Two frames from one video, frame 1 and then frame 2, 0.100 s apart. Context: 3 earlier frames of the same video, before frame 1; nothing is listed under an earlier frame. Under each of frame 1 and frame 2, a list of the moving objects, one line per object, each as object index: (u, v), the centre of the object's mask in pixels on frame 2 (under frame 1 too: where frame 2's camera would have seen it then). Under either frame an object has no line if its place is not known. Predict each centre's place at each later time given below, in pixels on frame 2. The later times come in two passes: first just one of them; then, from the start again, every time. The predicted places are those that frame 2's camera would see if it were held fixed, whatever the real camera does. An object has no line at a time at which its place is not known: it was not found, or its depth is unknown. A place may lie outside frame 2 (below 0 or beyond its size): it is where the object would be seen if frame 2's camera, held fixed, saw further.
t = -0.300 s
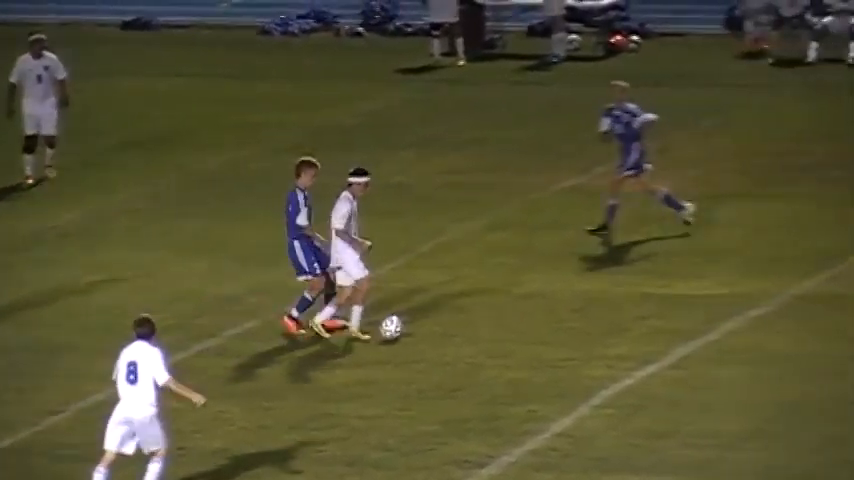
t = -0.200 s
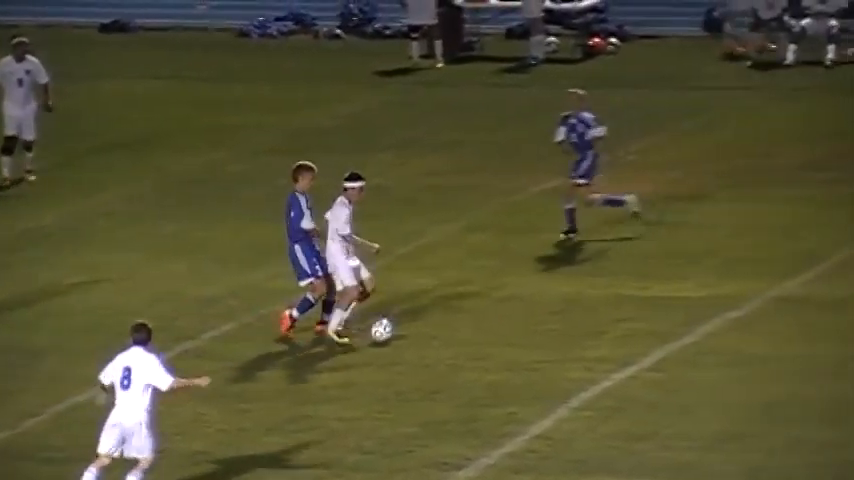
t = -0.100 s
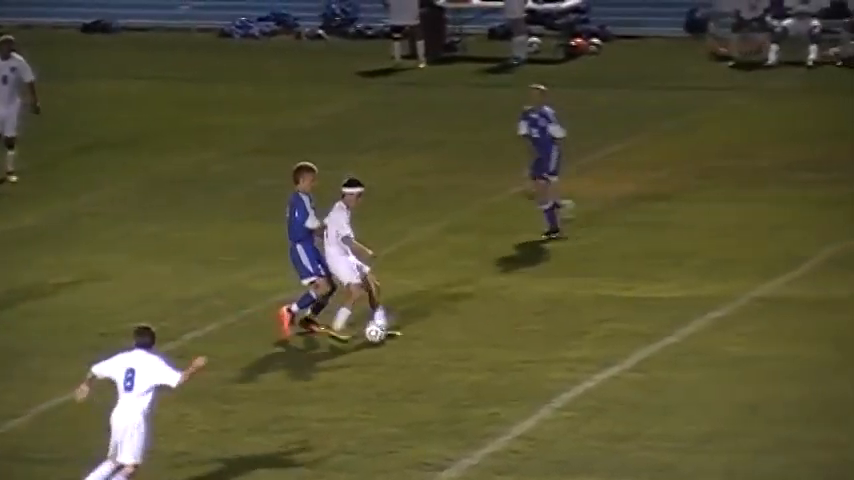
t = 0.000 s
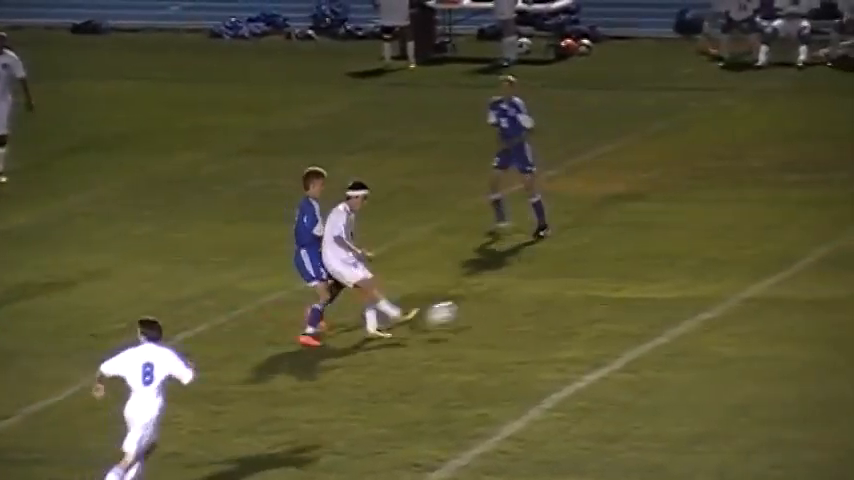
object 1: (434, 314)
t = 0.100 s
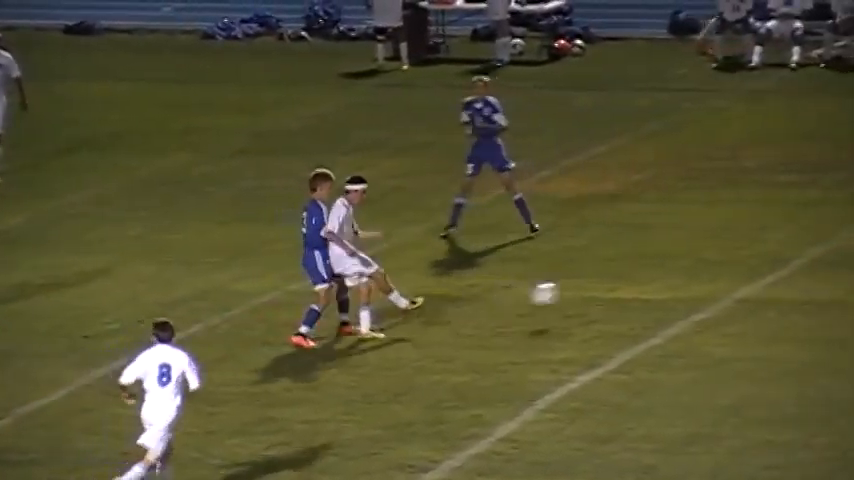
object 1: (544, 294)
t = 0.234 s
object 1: (687, 281)
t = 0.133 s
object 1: (581, 289)
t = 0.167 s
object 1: (617, 286)
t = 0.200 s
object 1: (653, 283)
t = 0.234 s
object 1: (687, 281)
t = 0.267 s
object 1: (721, 281)
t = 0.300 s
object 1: (755, 282)
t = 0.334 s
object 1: (789, 284)
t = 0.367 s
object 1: (823, 287)
